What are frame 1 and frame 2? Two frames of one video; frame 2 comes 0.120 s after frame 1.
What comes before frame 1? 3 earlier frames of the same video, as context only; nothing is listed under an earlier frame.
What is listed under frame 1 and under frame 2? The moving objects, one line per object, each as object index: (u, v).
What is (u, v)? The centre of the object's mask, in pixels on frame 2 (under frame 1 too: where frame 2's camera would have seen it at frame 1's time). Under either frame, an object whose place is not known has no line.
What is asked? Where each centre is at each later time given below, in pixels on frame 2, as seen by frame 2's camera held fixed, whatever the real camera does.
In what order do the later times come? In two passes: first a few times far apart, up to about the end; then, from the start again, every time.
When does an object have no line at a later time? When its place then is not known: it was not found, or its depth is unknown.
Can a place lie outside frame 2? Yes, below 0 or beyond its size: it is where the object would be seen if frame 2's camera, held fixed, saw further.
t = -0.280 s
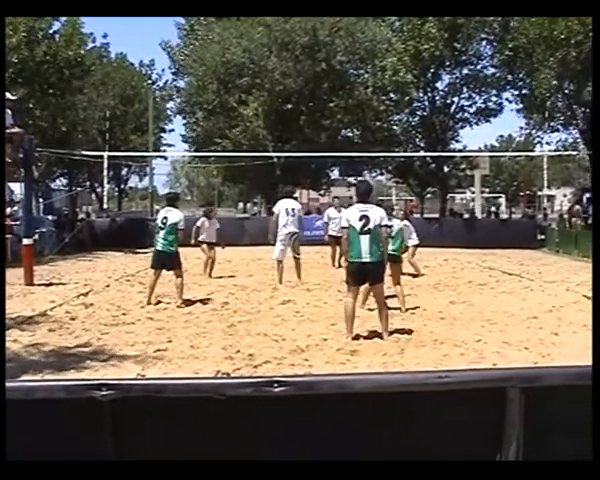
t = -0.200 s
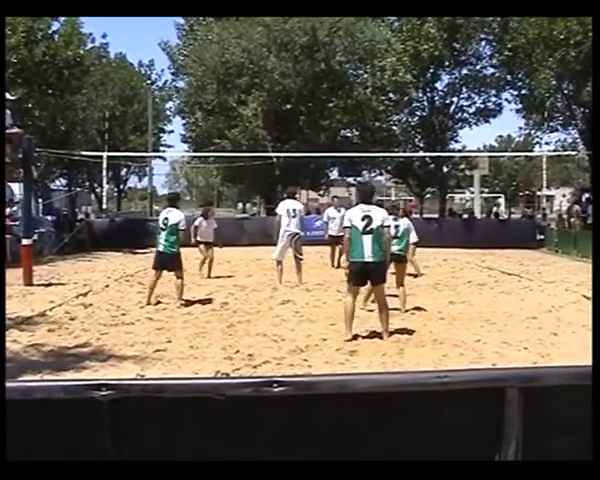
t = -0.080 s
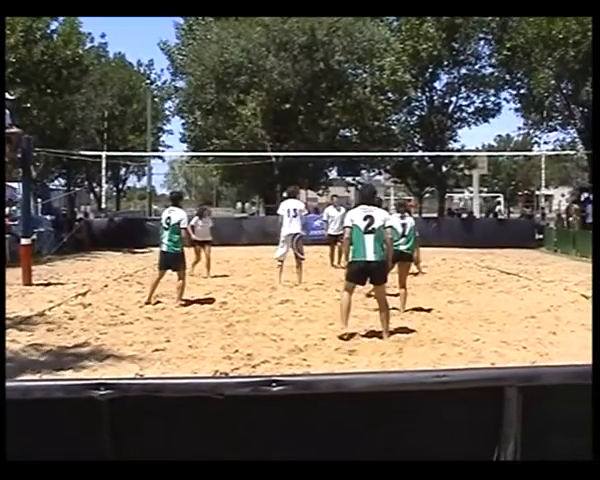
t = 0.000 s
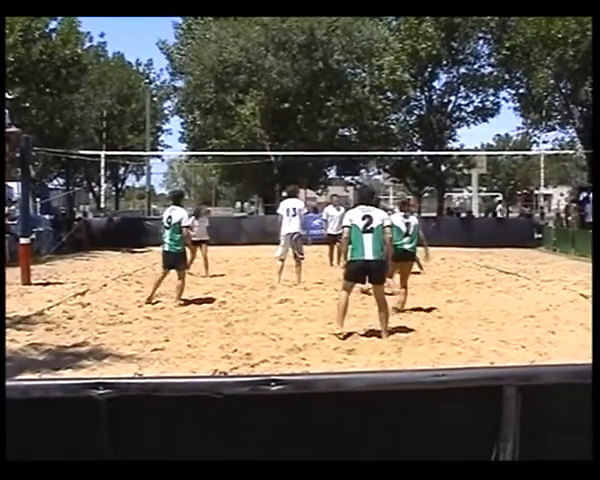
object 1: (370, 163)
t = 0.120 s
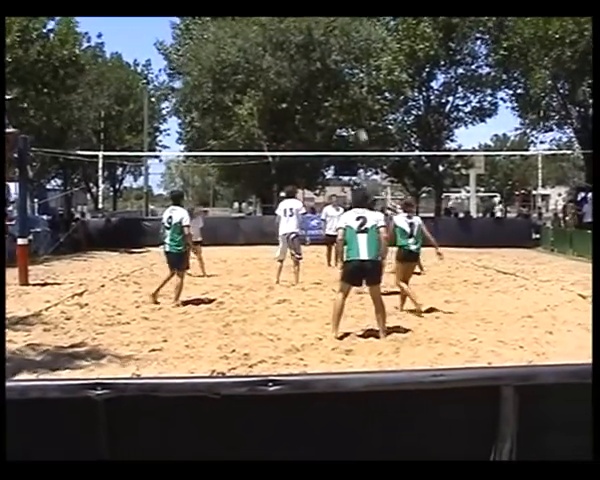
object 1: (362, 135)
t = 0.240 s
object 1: (354, 108)
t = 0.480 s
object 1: (337, 73)
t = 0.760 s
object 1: (319, 61)
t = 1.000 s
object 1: (305, 81)
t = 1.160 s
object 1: (296, 108)
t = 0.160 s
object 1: (359, 126)
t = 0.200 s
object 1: (357, 116)
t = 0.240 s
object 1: (354, 108)
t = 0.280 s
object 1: (350, 100)
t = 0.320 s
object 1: (348, 93)
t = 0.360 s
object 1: (345, 87)
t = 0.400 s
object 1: (342, 82)
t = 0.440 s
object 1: (340, 76)
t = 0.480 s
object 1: (337, 73)
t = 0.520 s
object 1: (334, 69)
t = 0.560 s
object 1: (332, 66)
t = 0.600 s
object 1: (329, 63)
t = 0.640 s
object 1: (327, 62)
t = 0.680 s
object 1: (323, 61)
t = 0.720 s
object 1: (321, 61)
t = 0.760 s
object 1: (319, 61)
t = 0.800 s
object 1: (316, 63)
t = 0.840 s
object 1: (314, 65)
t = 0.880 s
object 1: (312, 68)
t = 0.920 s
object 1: (310, 72)
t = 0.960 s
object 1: (308, 76)
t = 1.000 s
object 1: (305, 81)
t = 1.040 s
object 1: (303, 86)
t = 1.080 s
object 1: (301, 92)
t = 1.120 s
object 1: (298, 100)
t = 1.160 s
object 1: (296, 108)
